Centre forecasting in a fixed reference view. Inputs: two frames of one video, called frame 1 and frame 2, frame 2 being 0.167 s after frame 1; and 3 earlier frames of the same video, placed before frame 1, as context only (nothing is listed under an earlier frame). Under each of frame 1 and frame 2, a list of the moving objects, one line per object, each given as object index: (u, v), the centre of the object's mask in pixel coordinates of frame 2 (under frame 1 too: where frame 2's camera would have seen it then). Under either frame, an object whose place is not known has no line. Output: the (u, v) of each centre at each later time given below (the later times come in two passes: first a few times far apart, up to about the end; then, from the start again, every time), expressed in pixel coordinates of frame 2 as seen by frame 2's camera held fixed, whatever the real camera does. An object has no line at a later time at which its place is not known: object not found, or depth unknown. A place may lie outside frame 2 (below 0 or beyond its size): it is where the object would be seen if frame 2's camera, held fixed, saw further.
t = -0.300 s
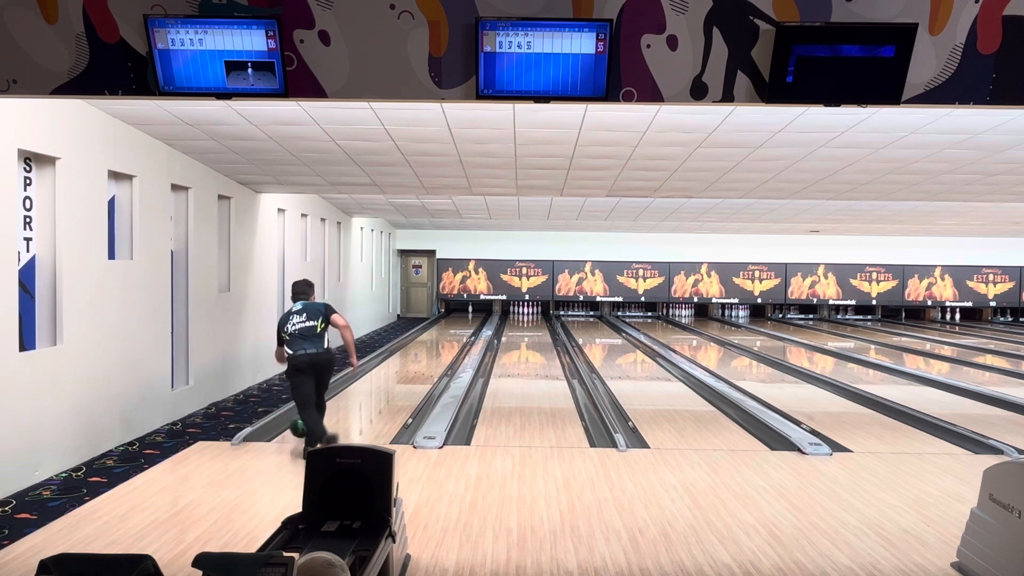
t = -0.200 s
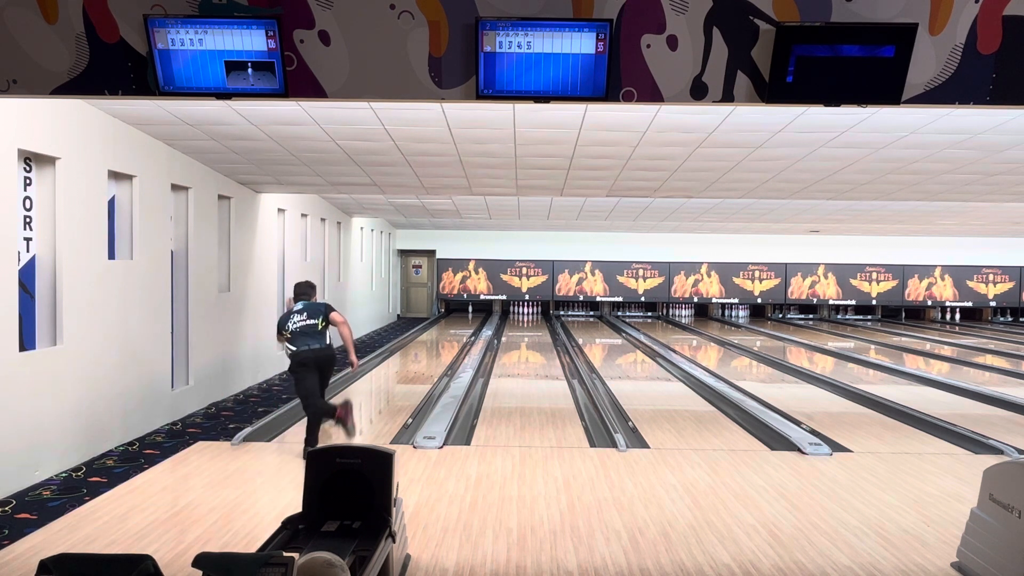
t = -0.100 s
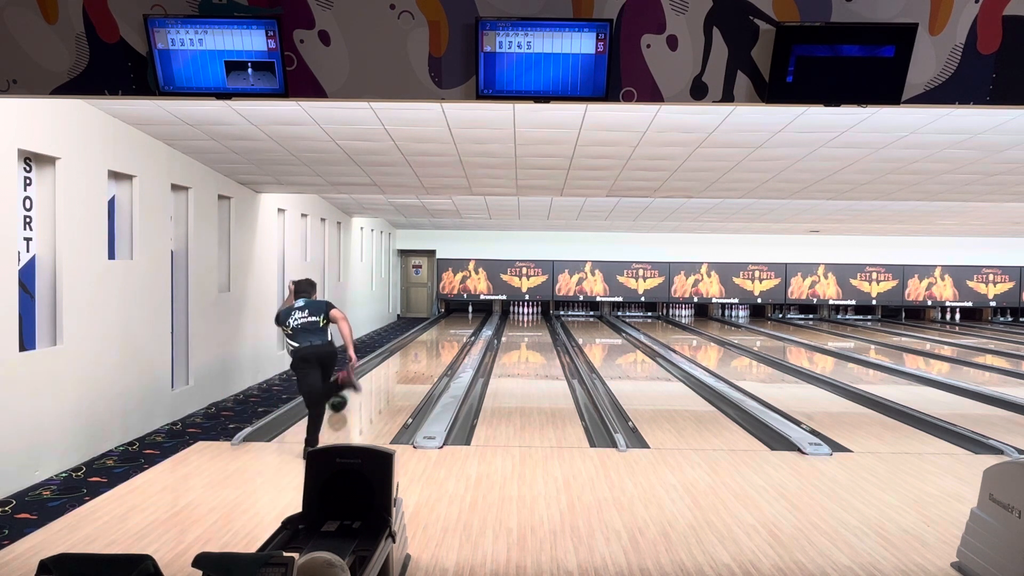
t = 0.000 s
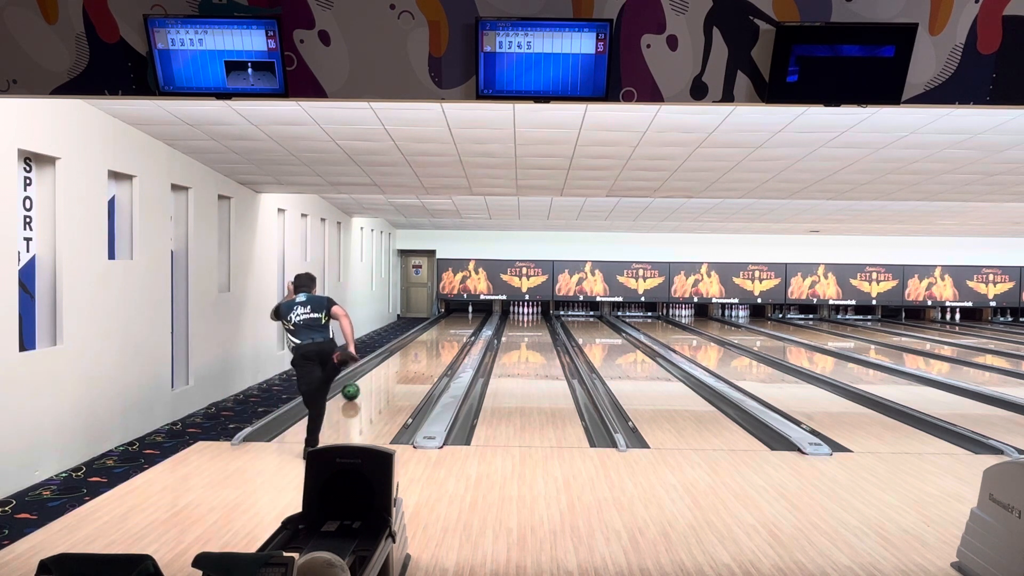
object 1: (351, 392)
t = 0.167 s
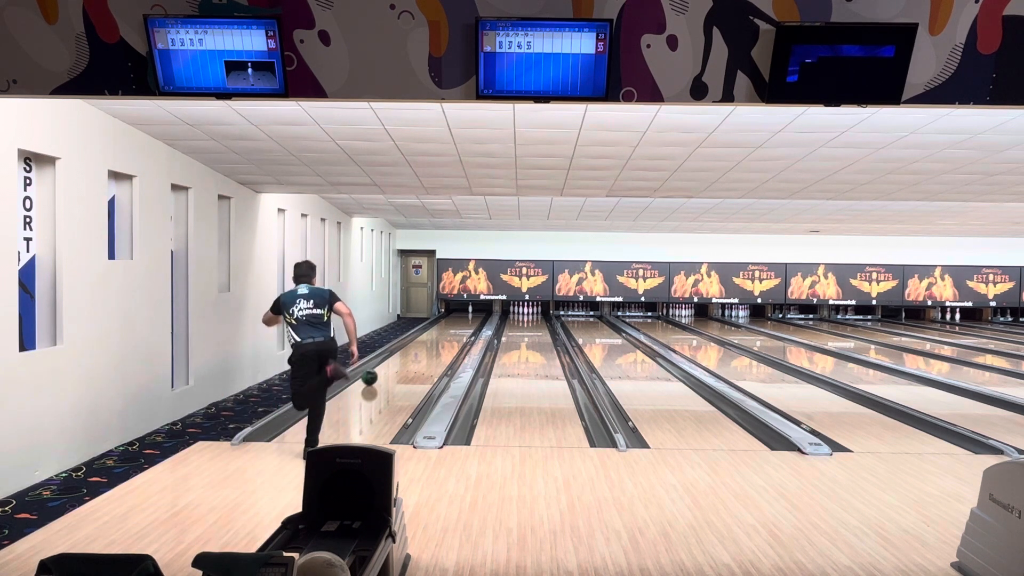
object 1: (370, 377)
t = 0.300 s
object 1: (382, 367)
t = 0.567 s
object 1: (401, 354)
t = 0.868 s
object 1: (417, 342)
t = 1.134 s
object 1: (428, 333)
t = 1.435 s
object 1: (439, 326)
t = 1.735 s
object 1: (447, 320)
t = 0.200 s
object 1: (373, 375)
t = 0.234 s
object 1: (376, 372)
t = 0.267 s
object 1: (379, 370)
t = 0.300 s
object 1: (382, 367)
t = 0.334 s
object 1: (384, 366)
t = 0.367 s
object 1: (387, 364)
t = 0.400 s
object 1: (389, 362)
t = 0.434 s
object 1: (391, 360)
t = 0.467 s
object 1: (394, 358)
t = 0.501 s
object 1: (397, 356)
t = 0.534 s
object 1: (398, 355)
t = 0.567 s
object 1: (401, 354)
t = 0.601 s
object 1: (403, 352)
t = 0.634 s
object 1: (405, 351)
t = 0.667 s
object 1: (407, 349)
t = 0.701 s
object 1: (409, 348)
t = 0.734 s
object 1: (410, 346)
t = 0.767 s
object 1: (412, 345)
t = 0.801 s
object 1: (414, 344)
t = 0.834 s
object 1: (415, 343)
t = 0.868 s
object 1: (417, 342)
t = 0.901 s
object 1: (419, 340)
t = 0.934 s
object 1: (420, 339)
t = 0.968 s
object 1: (421, 338)
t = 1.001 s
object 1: (423, 337)
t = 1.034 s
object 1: (424, 336)
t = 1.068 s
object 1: (426, 335)
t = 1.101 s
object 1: (427, 334)
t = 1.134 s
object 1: (428, 333)
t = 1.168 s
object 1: (429, 332)
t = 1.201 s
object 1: (430, 331)
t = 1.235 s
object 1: (431, 330)
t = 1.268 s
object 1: (433, 329)
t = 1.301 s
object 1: (434, 329)
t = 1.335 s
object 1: (435, 328)
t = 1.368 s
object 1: (436, 327)
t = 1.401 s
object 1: (437, 326)
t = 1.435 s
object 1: (439, 326)
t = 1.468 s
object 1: (440, 325)
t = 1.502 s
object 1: (440, 324)
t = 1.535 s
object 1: (441, 324)
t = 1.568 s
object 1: (442, 323)
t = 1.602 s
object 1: (443, 322)
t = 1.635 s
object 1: (444, 321)
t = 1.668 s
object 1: (445, 321)
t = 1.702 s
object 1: (446, 320)
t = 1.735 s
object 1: (447, 320)
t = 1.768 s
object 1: (448, 320)
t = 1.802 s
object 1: (448, 319)
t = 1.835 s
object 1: (449, 319)
